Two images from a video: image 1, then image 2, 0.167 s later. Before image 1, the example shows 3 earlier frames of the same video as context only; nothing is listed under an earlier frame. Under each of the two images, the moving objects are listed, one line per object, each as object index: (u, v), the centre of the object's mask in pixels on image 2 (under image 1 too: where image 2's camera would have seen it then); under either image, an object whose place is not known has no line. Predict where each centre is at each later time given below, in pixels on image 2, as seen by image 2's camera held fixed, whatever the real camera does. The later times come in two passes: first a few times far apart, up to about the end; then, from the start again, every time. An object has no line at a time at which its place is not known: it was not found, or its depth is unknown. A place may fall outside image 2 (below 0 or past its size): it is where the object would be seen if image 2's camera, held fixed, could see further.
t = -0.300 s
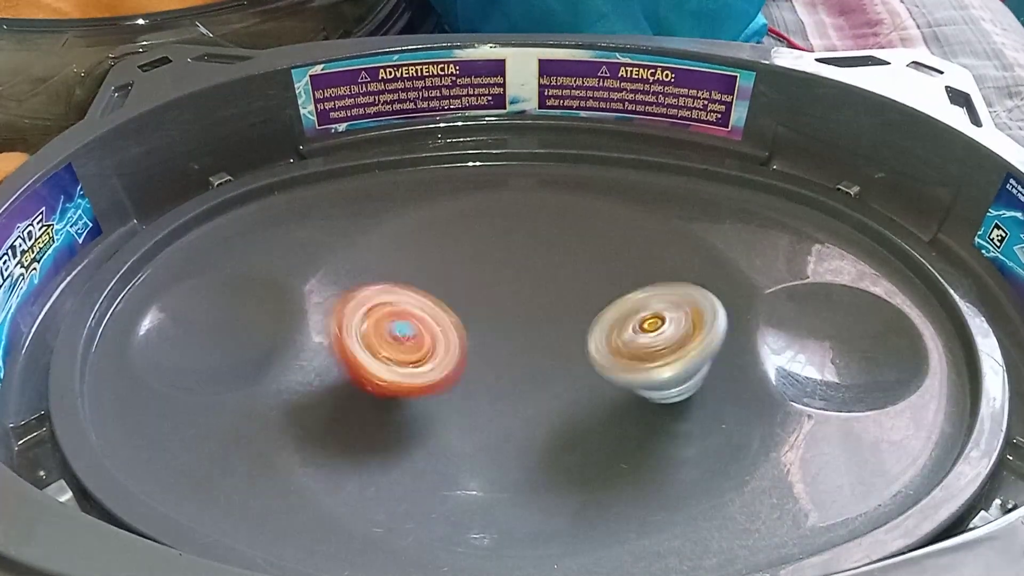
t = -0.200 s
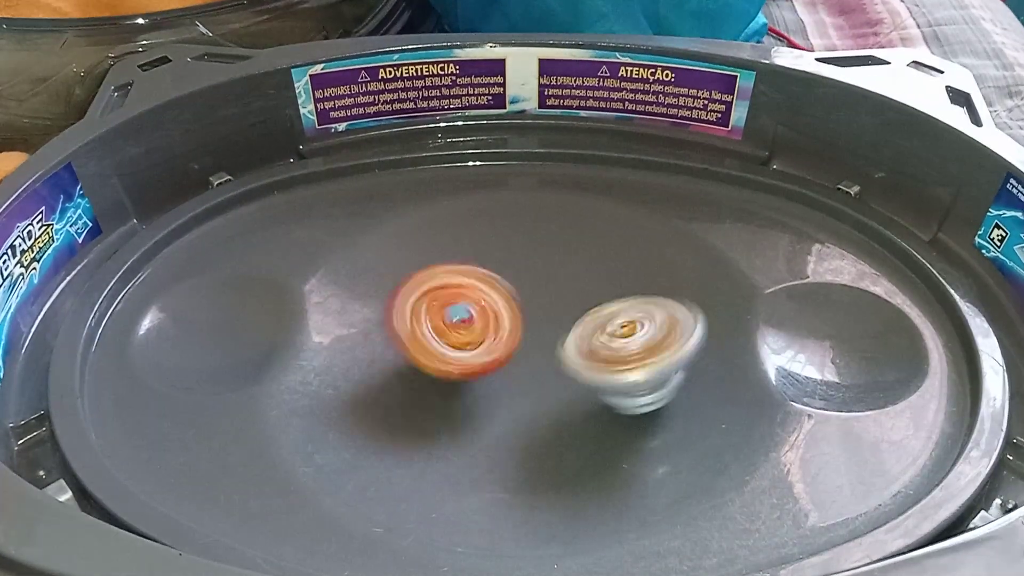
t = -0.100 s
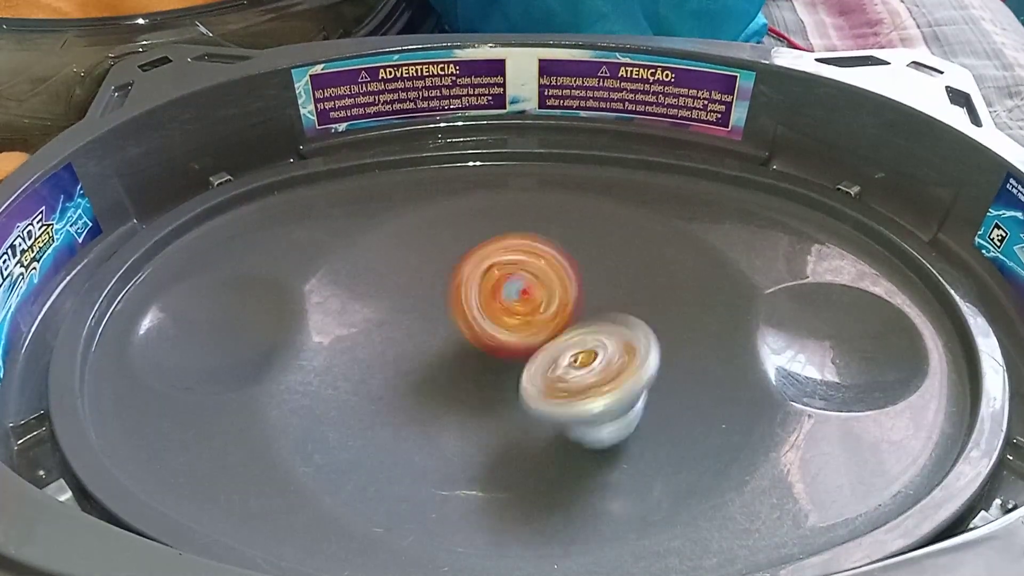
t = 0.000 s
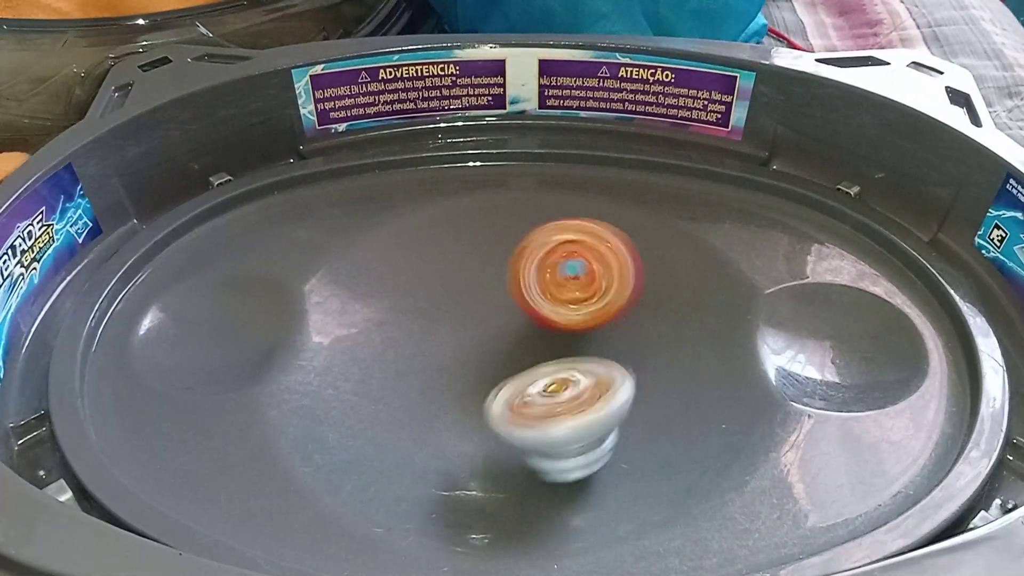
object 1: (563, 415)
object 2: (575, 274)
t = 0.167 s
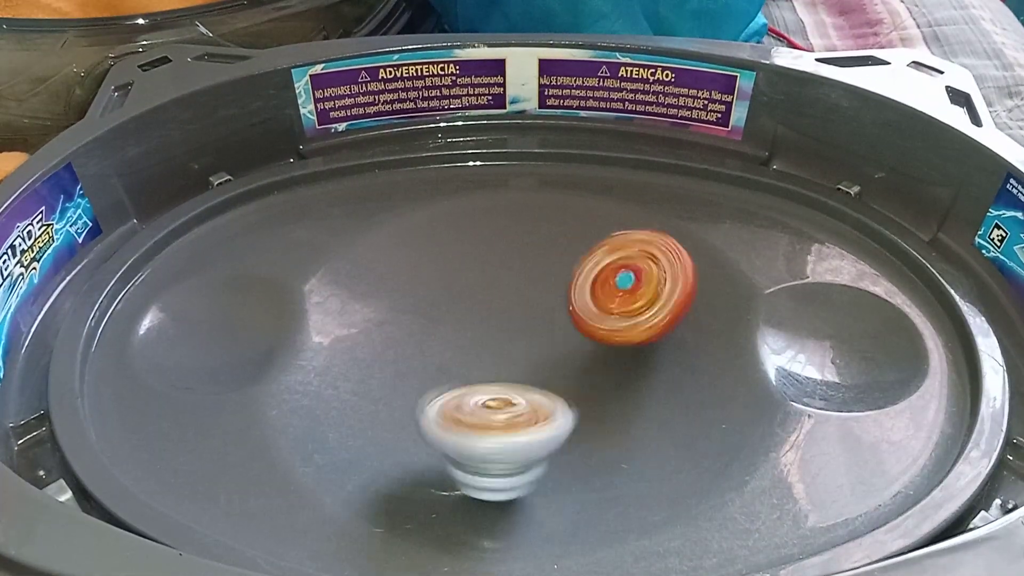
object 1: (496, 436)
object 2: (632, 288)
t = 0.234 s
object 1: (470, 428)
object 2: (638, 308)
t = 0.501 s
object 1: (424, 348)
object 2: (551, 426)
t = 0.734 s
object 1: (468, 289)
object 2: (422, 422)
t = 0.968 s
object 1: (548, 299)
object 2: (420, 331)
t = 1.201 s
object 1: (635, 361)
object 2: (490, 274)
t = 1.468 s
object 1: (572, 431)
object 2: (607, 311)
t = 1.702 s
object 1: (413, 410)
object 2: (611, 359)
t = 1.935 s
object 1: (392, 312)
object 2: (484, 399)
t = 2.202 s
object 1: (508, 250)
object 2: (449, 367)
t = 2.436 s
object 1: (626, 334)
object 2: (512, 377)
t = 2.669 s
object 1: (679, 437)
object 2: (514, 399)
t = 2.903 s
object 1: (514, 456)
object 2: (477, 326)
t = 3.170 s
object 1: (358, 347)
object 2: (449, 263)
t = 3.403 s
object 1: (401, 285)
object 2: (509, 327)
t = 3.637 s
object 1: (548, 303)
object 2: (487, 387)
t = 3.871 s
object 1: (619, 316)
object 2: (454, 392)
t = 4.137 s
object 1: (525, 304)
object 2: (481, 383)
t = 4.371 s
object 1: (522, 303)
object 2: (484, 382)
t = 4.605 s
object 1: (566, 330)
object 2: (486, 382)
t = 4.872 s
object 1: (549, 318)
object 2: (490, 381)
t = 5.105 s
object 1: (543, 315)
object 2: (488, 381)
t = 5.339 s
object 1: (552, 320)
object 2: (490, 381)
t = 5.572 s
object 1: (550, 319)
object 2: (490, 381)
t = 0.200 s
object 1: (484, 433)
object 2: (637, 297)
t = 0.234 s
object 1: (470, 428)
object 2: (638, 308)
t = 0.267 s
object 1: (460, 422)
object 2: (639, 322)
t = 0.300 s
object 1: (451, 414)
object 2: (634, 338)
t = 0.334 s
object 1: (440, 406)
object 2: (627, 354)
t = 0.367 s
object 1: (436, 396)
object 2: (617, 371)
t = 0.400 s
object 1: (429, 386)
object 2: (605, 387)
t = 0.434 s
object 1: (426, 374)
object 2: (589, 403)
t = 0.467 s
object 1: (424, 360)
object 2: (572, 415)
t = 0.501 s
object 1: (424, 348)
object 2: (551, 426)
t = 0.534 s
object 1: (428, 336)
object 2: (530, 434)
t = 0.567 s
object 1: (430, 324)
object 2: (508, 439)
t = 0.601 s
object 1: (438, 315)
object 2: (486, 441)
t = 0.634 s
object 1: (442, 306)
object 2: (467, 441)
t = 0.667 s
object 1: (451, 299)
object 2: (450, 436)
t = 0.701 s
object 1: (460, 291)
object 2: (433, 431)
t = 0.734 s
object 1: (468, 289)
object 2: (422, 422)
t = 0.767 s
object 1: (479, 284)
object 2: (412, 411)
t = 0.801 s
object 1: (488, 284)
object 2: (408, 400)
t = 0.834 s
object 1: (501, 284)
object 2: (404, 387)
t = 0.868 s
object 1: (511, 285)
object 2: (405, 375)
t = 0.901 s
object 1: (524, 289)
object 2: (407, 361)
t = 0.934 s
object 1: (536, 292)
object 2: (413, 346)
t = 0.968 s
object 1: (548, 299)
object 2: (420, 331)
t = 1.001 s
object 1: (564, 306)
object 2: (426, 318)
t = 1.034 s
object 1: (579, 314)
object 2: (433, 304)
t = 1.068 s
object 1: (594, 322)
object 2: (444, 294)
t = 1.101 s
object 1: (606, 332)
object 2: (453, 287)
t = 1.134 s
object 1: (618, 342)
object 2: (464, 278)
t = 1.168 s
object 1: (627, 352)
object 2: (476, 276)
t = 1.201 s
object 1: (635, 361)
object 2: (490, 274)
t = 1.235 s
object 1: (638, 371)
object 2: (504, 276)
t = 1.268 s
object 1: (641, 379)
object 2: (518, 277)
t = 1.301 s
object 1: (637, 388)
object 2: (533, 282)
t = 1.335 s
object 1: (633, 396)
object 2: (547, 288)
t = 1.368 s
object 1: (623, 403)
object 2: (562, 297)
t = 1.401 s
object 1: (612, 410)
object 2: (576, 306)
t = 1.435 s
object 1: (593, 422)
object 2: (594, 309)
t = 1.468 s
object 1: (572, 431)
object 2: (607, 311)
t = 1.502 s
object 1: (547, 438)
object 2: (616, 317)
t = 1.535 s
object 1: (525, 440)
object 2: (621, 319)
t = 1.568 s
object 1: (498, 440)
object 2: (629, 324)
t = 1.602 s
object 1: (474, 436)
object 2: (628, 331)
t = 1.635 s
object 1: (450, 430)
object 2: (626, 339)
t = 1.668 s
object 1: (431, 421)
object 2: (621, 349)
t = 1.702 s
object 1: (413, 410)
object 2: (611, 359)
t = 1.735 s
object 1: (401, 397)
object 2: (597, 369)
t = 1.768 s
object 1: (390, 383)
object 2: (583, 379)
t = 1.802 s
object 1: (385, 369)
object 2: (566, 386)
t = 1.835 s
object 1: (382, 354)
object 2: (545, 391)
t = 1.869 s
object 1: (382, 339)
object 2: (523, 395)
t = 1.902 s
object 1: (385, 325)
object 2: (503, 396)
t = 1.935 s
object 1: (392, 312)
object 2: (484, 399)
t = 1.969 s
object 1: (401, 297)
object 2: (467, 412)
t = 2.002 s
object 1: (417, 283)
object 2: (458, 408)
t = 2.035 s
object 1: (429, 271)
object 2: (447, 400)
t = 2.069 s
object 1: (441, 261)
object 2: (438, 393)
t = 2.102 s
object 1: (455, 252)
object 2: (432, 386)
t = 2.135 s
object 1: (472, 250)
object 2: (433, 378)
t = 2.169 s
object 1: (490, 249)
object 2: (439, 373)
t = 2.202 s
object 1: (508, 250)
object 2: (449, 367)
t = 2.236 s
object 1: (525, 254)
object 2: (457, 367)
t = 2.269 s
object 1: (543, 263)
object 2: (467, 368)
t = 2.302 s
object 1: (559, 274)
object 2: (475, 369)
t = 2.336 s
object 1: (576, 285)
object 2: (486, 369)
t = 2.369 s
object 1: (594, 298)
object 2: (498, 370)
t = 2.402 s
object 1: (611, 315)
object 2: (507, 373)
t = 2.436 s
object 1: (626, 334)
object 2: (512, 377)
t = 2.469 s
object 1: (642, 354)
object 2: (514, 381)
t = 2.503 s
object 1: (658, 371)
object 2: (519, 384)
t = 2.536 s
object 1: (670, 387)
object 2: (522, 390)
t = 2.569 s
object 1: (677, 402)
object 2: (524, 395)
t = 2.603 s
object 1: (682, 415)
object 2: (522, 400)
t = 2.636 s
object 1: (684, 427)
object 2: (516, 400)
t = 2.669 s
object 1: (679, 437)
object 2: (514, 399)
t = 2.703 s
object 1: (667, 447)
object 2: (509, 400)
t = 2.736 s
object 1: (648, 454)
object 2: (504, 397)
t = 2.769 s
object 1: (624, 458)
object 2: (501, 393)
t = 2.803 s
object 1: (598, 459)
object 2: (495, 383)
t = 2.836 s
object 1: (567, 457)
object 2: (493, 369)
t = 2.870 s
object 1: (542, 459)
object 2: (487, 348)
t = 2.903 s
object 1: (514, 456)
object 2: (477, 326)
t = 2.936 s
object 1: (483, 450)
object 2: (467, 306)
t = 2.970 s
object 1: (455, 439)
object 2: (457, 287)
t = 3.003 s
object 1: (428, 426)
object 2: (450, 273)
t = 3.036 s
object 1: (405, 411)
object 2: (445, 261)
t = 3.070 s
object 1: (388, 394)
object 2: (442, 256)
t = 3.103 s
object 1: (374, 381)
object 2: (443, 255)
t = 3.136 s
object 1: (363, 361)
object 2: (445, 257)
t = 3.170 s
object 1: (358, 347)
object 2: (449, 263)
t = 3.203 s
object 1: (357, 332)
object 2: (453, 274)
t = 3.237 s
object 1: (357, 321)
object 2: (461, 283)
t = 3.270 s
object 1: (362, 309)
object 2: (475, 293)
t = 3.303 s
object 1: (368, 295)
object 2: (487, 301)
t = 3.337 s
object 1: (373, 288)
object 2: (495, 310)
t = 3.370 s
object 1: (390, 286)
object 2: (501, 318)
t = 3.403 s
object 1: (401, 285)
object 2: (509, 327)
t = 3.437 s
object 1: (413, 282)
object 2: (514, 338)
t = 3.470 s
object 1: (428, 280)
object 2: (517, 348)
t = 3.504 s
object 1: (444, 280)
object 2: (516, 356)
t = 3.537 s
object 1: (464, 280)
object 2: (514, 365)
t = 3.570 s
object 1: (492, 283)
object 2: (508, 372)
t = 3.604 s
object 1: (521, 288)
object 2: (498, 380)
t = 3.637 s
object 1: (548, 303)
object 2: (487, 387)
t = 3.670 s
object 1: (569, 313)
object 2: (479, 386)
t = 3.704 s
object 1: (587, 319)
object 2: (469, 389)
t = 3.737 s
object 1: (604, 319)
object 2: (462, 391)
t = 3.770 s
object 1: (616, 317)
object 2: (456, 392)
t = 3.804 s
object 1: (620, 315)
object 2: (452, 392)
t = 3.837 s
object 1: (621, 315)
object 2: (452, 392)
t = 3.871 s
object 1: (619, 316)
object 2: (454, 392)
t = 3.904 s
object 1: (612, 321)
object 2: (459, 391)
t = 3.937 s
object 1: (603, 327)
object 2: (466, 390)
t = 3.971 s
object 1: (590, 331)
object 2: (474, 386)
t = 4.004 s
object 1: (577, 331)
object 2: (476, 385)
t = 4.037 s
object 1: (565, 329)
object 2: (480, 383)
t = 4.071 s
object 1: (552, 319)
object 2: (484, 381)
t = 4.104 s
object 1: (536, 312)
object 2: (482, 382)
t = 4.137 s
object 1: (525, 304)
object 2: (481, 383)
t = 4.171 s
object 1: (517, 297)
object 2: (481, 383)
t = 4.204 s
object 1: (514, 294)
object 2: (481, 383)
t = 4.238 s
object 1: (513, 293)
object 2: (483, 382)
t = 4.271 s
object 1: (513, 293)
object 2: (483, 382)
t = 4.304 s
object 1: (515, 294)
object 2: (483, 382)
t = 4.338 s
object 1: (517, 298)
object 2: (483, 382)
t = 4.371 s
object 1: (522, 303)
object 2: (484, 382)
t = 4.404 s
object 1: (531, 309)
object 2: (486, 381)
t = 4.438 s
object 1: (542, 316)
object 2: (488, 381)
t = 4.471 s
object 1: (553, 321)
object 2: (489, 381)
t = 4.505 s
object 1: (559, 325)
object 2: (488, 381)
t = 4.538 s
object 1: (563, 328)
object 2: (488, 381)
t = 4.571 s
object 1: (565, 329)
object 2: (487, 381)
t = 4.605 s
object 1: (566, 330)
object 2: (486, 382)
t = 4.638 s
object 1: (566, 330)
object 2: (486, 382)
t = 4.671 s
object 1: (565, 329)
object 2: (487, 381)
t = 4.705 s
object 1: (563, 328)
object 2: (489, 381)
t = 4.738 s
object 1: (561, 325)
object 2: (491, 380)
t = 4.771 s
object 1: (558, 324)
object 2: (491, 380)
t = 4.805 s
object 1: (555, 322)
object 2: (490, 381)
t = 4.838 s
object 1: (552, 320)
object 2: (490, 380)
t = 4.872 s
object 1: (549, 318)
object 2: (490, 381)
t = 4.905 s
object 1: (546, 317)
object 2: (489, 381)
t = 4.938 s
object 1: (544, 316)
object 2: (489, 381)
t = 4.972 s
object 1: (543, 315)
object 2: (488, 381)
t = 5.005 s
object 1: (542, 314)
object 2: (488, 381)
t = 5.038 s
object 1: (542, 314)
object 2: (488, 381)
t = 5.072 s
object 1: (542, 315)
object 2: (488, 381)
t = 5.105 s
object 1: (543, 315)
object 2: (488, 381)
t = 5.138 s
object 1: (544, 315)
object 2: (489, 381)
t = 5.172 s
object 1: (544, 316)
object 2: (489, 381)
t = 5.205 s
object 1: (545, 317)
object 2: (489, 381)
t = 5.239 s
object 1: (547, 317)
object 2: (489, 381)
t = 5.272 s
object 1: (548, 318)
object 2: (490, 381)
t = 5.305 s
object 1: (550, 319)
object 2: (490, 381)
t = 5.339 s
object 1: (552, 320)
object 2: (490, 381)
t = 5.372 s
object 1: (553, 321)
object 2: (490, 380)
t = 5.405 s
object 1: (553, 321)
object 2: (490, 380)
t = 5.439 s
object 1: (553, 321)
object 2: (490, 381)
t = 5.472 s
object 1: (552, 320)
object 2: (490, 380)
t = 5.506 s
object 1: (551, 320)
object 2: (490, 381)
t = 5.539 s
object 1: (550, 319)
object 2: (490, 381)
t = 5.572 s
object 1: (550, 319)
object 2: (490, 381)
